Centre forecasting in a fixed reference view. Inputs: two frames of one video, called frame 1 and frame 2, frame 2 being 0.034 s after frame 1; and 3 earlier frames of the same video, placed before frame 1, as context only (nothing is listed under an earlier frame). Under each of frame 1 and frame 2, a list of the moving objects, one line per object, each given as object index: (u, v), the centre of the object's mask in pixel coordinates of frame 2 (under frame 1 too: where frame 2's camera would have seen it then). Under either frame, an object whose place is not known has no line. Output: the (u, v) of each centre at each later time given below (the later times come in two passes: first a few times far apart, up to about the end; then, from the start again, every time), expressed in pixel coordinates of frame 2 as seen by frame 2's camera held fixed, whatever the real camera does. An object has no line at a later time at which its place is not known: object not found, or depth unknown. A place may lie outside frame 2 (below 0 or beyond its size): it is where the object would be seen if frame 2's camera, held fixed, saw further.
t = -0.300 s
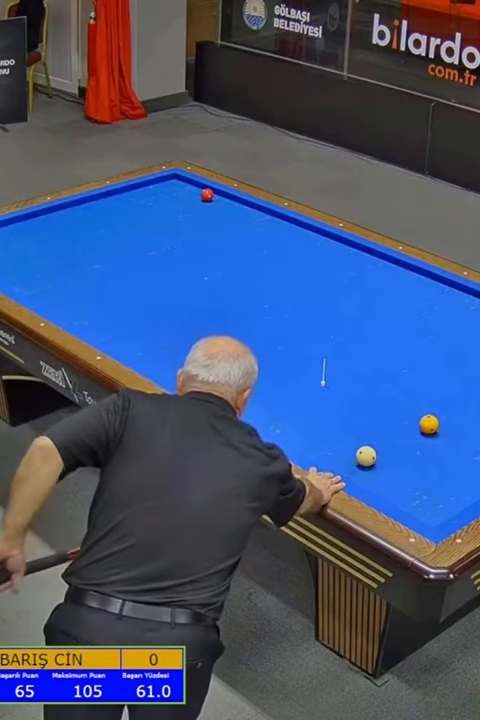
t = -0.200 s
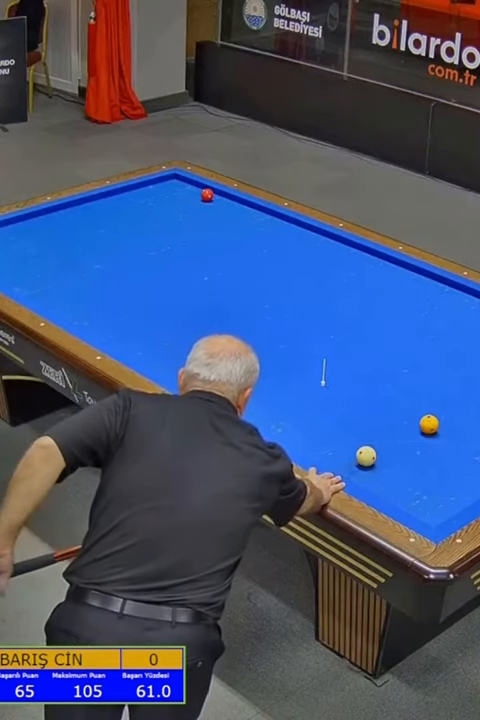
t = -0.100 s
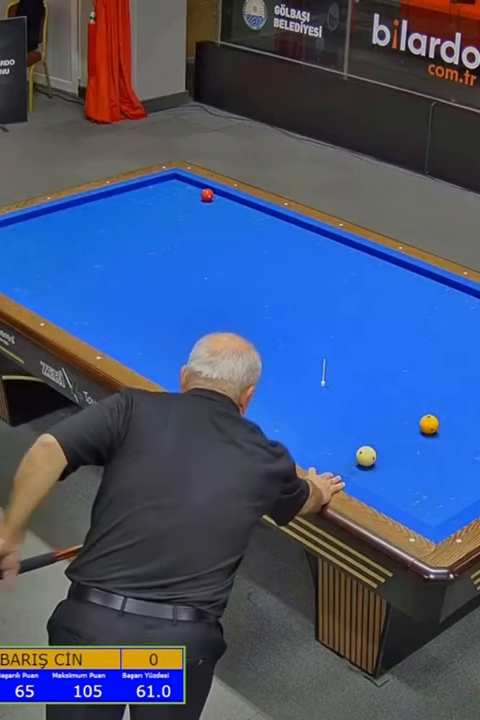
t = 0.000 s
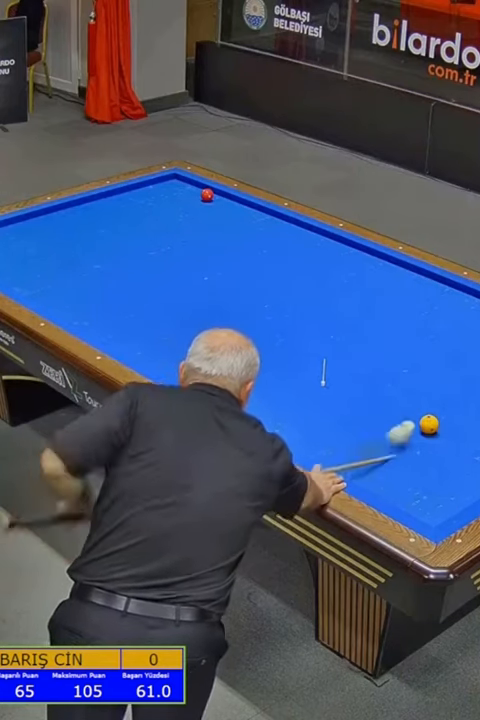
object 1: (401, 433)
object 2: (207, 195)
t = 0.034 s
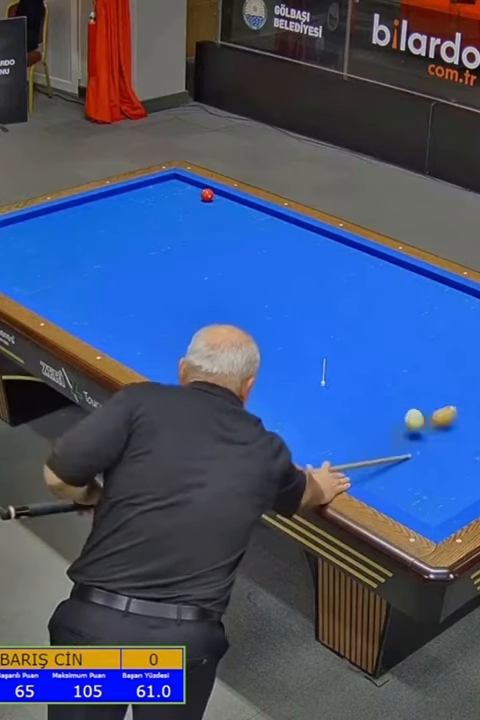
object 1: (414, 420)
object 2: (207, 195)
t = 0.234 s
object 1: (397, 397)
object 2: (207, 195)
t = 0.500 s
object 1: (369, 375)
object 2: (207, 195)
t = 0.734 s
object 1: (336, 363)
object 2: (207, 195)
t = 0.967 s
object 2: (207, 195)
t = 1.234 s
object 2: (207, 195)
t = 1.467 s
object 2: (207, 195)
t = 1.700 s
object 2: (207, 195)
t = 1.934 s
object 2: (207, 195)
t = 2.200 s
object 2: (207, 195)
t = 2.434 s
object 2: (207, 195)
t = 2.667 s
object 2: (207, 195)
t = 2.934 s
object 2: (207, 195)
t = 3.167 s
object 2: (207, 195)
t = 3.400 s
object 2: (207, 195)
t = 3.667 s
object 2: (207, 195)
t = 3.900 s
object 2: (207, 195)
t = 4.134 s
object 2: (207, 195)
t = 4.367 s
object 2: (207, 195)
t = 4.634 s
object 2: (207, 195)
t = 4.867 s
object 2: (207, 195)
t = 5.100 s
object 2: (207, 195)
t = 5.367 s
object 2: (207, 195)
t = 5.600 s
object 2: (207, 195)
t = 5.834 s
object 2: (207, 195)
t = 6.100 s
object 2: (207, 194)
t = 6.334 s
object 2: (207, 195)
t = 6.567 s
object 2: (208, 195)
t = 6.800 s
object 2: (212, 196)
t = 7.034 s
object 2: (216, 198)
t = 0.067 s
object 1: (412, 411)
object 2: (207, 195)
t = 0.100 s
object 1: (409, 406)
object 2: (207, 195)
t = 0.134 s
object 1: (406, 402)
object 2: (207, 195)
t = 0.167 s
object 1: (404, 403)
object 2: (207, 195)
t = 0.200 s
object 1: (400, 404)
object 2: (207, 195)
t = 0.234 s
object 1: (397, 397)
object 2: (207, 195)
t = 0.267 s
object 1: (394, 392)
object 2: (207, 195)
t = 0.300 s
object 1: (391, 390)
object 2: (207, 195)
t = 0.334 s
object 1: (387, 389)
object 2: (207, 195)
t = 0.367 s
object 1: (384, 385)
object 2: (207, 195)
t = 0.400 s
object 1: (380, 383)
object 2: (207, 195)
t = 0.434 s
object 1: (376, 380)
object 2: (207, 195)
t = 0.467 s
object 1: (373, 377)
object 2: (207, 195)
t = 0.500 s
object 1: (369, 375)
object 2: (207, 195)
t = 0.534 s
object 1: (365, 372)
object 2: (207, 195)
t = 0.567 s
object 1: (360, 370)
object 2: (207, 195)
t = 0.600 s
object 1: (356, 368)
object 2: (207, 195)
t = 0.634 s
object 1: (351, 366)
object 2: (207, 195)
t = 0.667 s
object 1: (346, 365)
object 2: (207, 195)
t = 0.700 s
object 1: (341, 363)
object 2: (207, 195)
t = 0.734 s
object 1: (336, 363)
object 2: (207, 195)
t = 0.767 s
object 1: (330, 361)
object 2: (207, 195)
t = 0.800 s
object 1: (325, 360)
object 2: (207, 195)
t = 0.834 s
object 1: (319, 360)
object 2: (207, 195)
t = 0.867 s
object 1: (313, 359)
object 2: (207, 195)
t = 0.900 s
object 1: (307, 359)
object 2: (207, 195)
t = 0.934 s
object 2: (207, 195)
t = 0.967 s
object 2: (207, 195)
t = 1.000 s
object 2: (207, 195)
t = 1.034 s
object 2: (207, 195)
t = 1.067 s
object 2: (207, 195)
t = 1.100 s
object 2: (207, 195)
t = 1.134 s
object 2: (207, 195)
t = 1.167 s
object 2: (207, 195)
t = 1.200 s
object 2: (207, 195)
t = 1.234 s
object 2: (207, 195)
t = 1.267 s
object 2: (207, 195)
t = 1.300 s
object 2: (207, 195)
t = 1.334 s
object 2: (207, 195)
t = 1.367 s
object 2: (207, 195)
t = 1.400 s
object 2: (207, 195)
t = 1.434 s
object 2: (207, 195)
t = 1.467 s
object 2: (207, 195)
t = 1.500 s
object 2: (207, 195)
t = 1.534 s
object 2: (207, 195)
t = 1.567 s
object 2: (207, 195)
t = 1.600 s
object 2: (207, 195)
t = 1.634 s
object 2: (207, 195)
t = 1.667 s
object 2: (207, 195)
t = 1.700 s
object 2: (207, 195)
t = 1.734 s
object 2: (207, 195)
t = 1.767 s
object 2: (207, 195)
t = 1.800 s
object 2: (207, 195)
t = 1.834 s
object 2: (207, 195)
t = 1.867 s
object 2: (207, 195)
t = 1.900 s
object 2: (207, 195)
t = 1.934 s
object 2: (207, 195)
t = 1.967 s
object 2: (207, 195)
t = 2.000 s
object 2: (207, 195)
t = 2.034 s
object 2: (207, 195)
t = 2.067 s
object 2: (207, 195)
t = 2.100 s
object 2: (207, 195)
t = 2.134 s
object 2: (207, 195)
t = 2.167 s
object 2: (207, 195)
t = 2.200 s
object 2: (207, 195)
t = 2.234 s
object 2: (207, 195)
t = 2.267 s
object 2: (207, 195)
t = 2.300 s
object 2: (207, 195)
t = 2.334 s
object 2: (207, 195)
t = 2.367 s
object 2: (207, 195)
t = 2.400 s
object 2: (207, 195)
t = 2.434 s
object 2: (207, 195)
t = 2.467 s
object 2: (207, 195)
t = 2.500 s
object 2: (207, 195)
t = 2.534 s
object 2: (207, 195)
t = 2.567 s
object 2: (207, 195)
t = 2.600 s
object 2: (207, 195)
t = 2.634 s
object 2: (207, 195)
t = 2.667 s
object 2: (207, 195)
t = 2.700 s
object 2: (207, 195)
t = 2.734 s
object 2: (207, 195)
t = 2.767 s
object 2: (207, 195)
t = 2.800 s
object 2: (207, 195)
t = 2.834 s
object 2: (207, 195)
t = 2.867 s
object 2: (207, 195)
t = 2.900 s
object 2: (207, 195)
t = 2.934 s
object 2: (207, 195)
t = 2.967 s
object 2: (207, 195)
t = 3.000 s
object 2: (207, 195)
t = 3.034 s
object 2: (207, 195)
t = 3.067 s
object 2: (207, 195)
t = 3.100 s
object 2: (207, 195)
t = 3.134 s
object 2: (207, 195)
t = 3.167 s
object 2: (207, 195)
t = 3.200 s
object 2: (207, 195)
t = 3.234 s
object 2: (207, 195)
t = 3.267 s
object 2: (207, 195)
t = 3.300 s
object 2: (207, 195)
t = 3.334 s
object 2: (207, 195)
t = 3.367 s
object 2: (207, 195)
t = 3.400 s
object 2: (207, 195)
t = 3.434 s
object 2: (207, 195)
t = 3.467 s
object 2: (207, 195)
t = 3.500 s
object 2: (207, 195)
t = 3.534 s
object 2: (207, 195)
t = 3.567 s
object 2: (207, 195)
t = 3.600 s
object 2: (207, 195)
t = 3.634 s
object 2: (207, 195)
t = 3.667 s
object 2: (207, 195)
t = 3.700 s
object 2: (207, 195)
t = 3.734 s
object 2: (207, 195)
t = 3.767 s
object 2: (207, 195)
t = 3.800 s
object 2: (207, 195)
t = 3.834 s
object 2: (207, 195)
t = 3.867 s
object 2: (207, 195)
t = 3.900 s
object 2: (207, 195)
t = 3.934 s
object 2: (207, 195)
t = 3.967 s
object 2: (207, 195)
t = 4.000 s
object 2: (207, 195)
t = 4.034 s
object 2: (207, 195)
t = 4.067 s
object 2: (207, 195)
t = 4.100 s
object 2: (207, 195)
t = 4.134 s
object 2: (207, 195)
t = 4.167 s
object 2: (207, 195)
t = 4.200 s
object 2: (207, 195)
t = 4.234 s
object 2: (207, 195)
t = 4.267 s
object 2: (207, 195)
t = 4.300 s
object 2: (207, 195)
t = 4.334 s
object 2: (207, 195)
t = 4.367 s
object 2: (207, 195)
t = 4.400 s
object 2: (207, 195)
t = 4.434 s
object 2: (207, 195)
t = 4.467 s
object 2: (207, 195)
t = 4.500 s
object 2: (207, 195)
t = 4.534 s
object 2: (207, 195)
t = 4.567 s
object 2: (207, 195)
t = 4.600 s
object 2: (207, 195)
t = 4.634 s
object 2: (207, 195)
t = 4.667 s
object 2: (207, 195)
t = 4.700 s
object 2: (207, 195)
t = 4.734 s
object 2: (207, 195)
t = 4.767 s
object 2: (207, 195)
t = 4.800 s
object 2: (207, 195)
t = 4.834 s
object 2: (207, 195)
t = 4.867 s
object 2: (207, 195)
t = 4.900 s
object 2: (207, 195)
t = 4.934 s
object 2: (207, 195)
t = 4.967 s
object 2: (207, 195)
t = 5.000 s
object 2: (207, 195)
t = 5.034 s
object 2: (207, 195)
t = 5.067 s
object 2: (207, 195)
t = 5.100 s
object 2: (207, 195)
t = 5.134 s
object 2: (207, 195)
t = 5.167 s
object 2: (207, 195)
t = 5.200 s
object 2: (207, 195)
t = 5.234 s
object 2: (207, 195)
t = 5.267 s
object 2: (207, 195)
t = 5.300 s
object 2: (207, 195)
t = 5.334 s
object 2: (207, 195)
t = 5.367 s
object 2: (207, 195)
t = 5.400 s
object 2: (207, 195)
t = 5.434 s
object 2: (207, 195)
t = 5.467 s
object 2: (207, 195)
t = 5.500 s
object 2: (207, 195)
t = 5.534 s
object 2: (207, 195)
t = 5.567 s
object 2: (207, 195)
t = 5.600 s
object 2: (207, 195)
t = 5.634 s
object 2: (207, 195)
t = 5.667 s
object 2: (207, 195)
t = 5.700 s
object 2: (207, 195)
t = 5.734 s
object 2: (207, 195)
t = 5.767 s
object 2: (207, 195)
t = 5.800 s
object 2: (207, 195)
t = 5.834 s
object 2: (207, 195)
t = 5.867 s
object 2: (207, 195)
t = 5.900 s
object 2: (207, 195)
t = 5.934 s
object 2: (207, 195)
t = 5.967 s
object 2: (207, 195)
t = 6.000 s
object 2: (207, 195)
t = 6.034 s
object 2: (207, 195)
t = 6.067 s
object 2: (207, 195)
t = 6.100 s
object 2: (207, 194)
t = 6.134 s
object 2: (207, 195)
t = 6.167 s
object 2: (207, 195)
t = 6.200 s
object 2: (207, 195)
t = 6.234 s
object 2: (207, 195)
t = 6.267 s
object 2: (207, 195)
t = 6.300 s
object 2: (207, 195)
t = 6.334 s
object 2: (207, 195)
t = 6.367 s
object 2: (207, 195)
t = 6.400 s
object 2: (207, 195)
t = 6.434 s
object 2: (207, 195)
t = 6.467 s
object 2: (207, 195)
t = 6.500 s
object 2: (207, 195)
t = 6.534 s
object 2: (207, 195)
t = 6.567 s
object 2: (208, 195)
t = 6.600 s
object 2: (208, 195)
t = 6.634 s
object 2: (208, 195)
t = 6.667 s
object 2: (209, 195)
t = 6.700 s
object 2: (210, 196)
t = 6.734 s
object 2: (211, 196)
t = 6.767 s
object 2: (211, 196)
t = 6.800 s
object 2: (212, 196)
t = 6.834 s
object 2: (213, 197)
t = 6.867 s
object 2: (213, 197)
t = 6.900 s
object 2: (213, 197)
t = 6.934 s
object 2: (214, 197)
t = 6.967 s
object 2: (215, 197)
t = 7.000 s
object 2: (215, 198)
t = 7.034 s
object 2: (216, 198)
